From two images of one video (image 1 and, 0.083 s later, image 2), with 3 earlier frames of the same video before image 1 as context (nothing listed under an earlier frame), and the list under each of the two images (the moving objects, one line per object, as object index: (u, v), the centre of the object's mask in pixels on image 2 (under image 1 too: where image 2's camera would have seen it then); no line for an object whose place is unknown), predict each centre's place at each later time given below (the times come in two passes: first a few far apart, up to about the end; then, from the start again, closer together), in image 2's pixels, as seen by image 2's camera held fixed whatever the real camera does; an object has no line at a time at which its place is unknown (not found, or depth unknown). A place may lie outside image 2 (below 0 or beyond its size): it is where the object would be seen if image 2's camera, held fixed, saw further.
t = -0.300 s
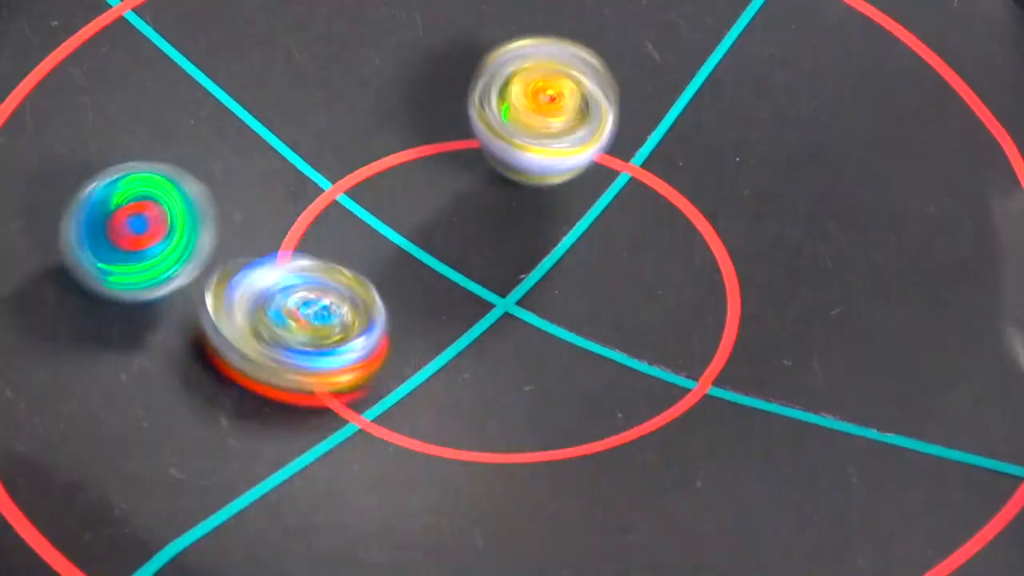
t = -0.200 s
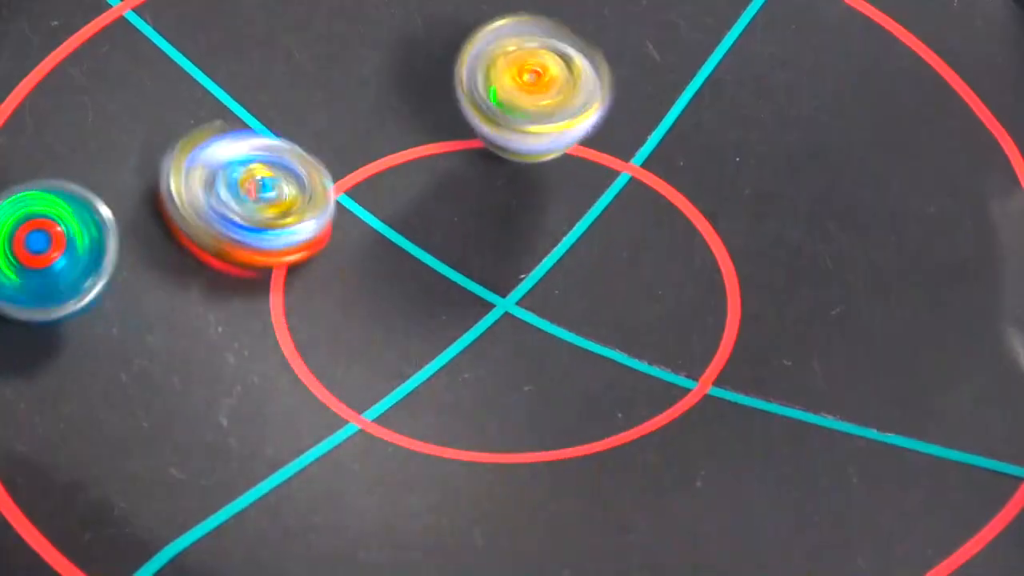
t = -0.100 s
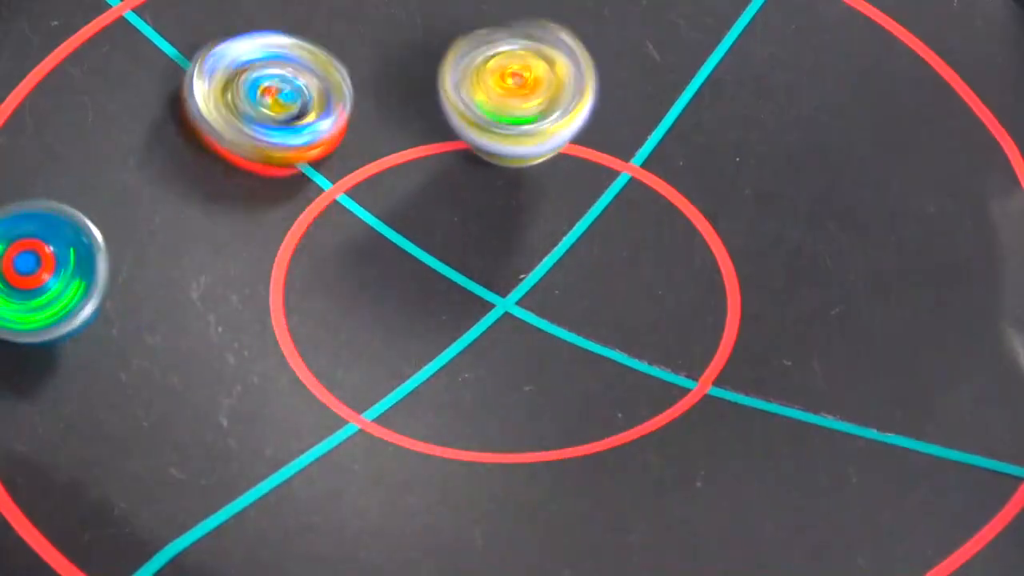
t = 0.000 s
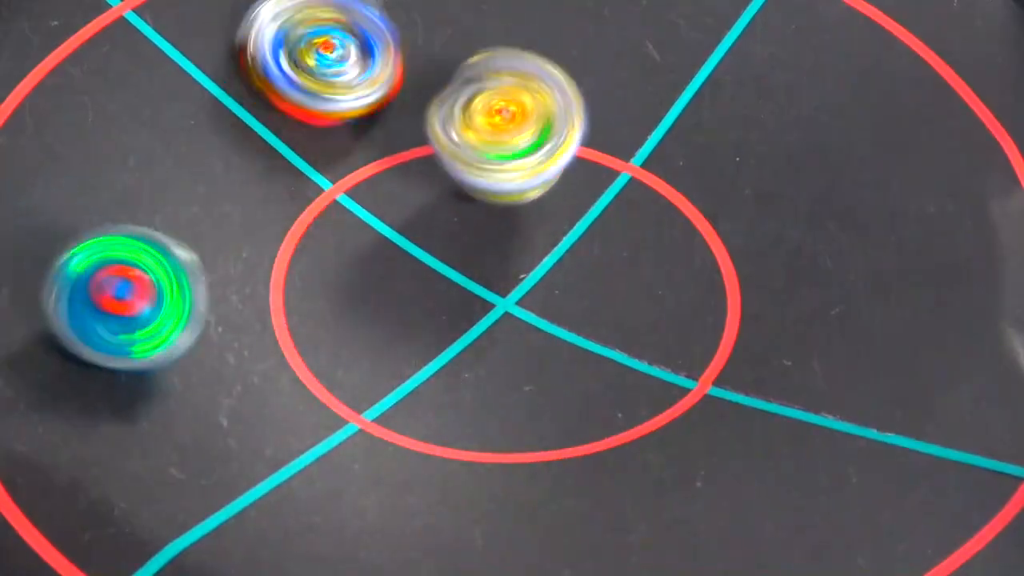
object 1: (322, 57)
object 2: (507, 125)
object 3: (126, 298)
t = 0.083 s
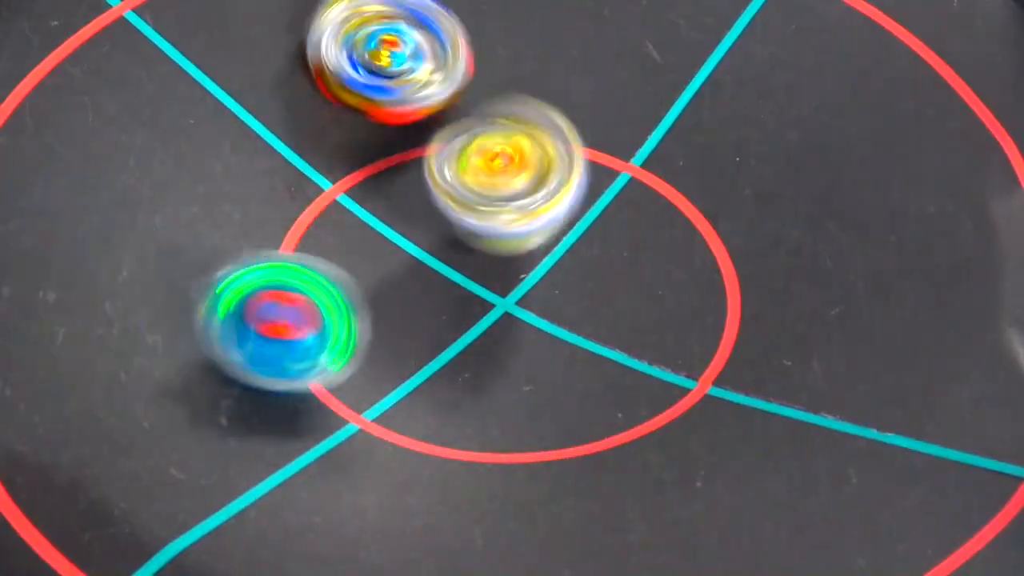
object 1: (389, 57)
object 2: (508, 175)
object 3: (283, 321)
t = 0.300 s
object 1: (543, 138)
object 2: (648, 204)
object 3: (648, 406)
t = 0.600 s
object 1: (486, 192)
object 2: (675, 125)
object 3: (974, 423)
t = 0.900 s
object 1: (406, 232)
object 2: (455, 84)
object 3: (823, 456)
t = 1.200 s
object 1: (229, 271)
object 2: (459, 156)
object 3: (443, 291)
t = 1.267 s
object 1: (217, 271)
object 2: (474, 151)
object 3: (431, 302)
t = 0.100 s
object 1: (404, 59)
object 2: (506, 186)
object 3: (324, 327)
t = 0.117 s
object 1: (421, 62)
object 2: (506, 203)
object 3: (366, 327)
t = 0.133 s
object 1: (433, 67)
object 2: (511, 212)
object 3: (404, 329)
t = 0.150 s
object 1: (446, 73)
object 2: (514, 215)
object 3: (440, 330)
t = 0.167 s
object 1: (464, 81)
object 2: (533, 218)
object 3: (466, 339)
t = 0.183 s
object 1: (476, 90)
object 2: (544, 217)
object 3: (488, 352)
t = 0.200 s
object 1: (486, 98)
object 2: (554, 215)
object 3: (510, 372)
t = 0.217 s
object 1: (498, 105)
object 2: (577, 206)
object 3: (531, 384)
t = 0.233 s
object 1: (513, 113)
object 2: (583, 206)
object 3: (555, 386)
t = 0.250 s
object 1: (518, 130)
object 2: (603, 201)
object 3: (577, 389)
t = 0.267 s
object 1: (518, 138)
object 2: (617, 194)
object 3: (601, 397)
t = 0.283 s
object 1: (534, 134)
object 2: (629, 200)
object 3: (624, 408)
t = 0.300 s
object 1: (543, 138)
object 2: (648, 204)
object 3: (648, 406)
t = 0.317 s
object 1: (557, 140)
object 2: (655, 211)
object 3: (669, 401)
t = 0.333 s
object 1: (567, 147)
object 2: (675, 212)
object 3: (690, 402)
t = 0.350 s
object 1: (565, 150)
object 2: (680, 210)
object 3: (708, 403)
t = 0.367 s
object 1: (570, 153)
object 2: (691, 212)
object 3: (729, 391)
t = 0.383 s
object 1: (573, 162)
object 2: (705, 214)
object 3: (747, 383)
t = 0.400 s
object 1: (576, 167)
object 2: (708, 220)
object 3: (764, 379)
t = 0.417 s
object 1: (578, 172)
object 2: (716, 216)
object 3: (777, 368)
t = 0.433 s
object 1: (581, 178)
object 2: (721, 218)
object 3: (791, 356)
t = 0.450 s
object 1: (583, 184)
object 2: (725, 219)
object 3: (802, 339)
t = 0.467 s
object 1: (585, 192)
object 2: (724, 219)
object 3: (813, 329)
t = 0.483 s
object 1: (582, 200)
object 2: (723, 211)
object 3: (837, 337)
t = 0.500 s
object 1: (580, 207)
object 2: (717, 198)
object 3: (866, 342)
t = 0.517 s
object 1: (564, 206)
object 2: (706, 183)
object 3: (891, 354)
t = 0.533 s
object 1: (552, 200)
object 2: (706, 168)
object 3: (916, 368)
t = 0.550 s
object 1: (535, 197)
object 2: (702, 158)
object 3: (940, 392)
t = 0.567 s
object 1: (517, 195)
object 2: (693, 146)
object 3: (956, 404)
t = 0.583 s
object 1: (501, 194)
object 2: (684, 135)
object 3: (966, 409)
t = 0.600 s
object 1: (486, 192)
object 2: (675, 125)
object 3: (974, 423)
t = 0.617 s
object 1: (473, 191)
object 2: (666, 113)
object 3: (980, 434)
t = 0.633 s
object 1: (462, 191)
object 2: (654, 105)
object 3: (983, 443)
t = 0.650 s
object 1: (453, 192)
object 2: (642, 97)
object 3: (986, 455)
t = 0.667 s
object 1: (445, 192)
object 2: (628, 90)
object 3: (988, 459)
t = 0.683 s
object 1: (439, 193)
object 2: (616, 86)
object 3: (988, 466)
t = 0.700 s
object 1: (436, 194)
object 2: (601, 81)
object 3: (987, 473)
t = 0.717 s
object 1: (435, 196)
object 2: (586, 79)
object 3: (986, 475)
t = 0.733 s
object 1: (434, 197)
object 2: (574, 77)
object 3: (982, 481)
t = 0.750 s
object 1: (435, 197)
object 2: (554, 75)
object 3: (978, 482)
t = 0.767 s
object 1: (435, 198)
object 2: (539, 76)
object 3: (972, 484)
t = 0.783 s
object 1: (434, 199)
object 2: (524, 75)
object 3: (963, 486)
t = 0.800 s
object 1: (427, 204)
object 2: (511, 74)
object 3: (953, 483)
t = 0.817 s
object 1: (423, 209)
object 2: (501, 75)
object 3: (941, 482)
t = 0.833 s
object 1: (419, 213)
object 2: (487, 74)
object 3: (920, 478)
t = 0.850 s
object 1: (415, 218)
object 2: (480, 76)
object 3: (898, 475)
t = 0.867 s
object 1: (412, 223)
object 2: (469, 79)
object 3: (876, 469)
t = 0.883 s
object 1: (410, 227)
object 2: (459, 83)
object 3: (850, 462)
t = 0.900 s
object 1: (406, 232)
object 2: (455, 84)
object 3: (823, 456)
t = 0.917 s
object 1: (400, 239)
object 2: (449, 86)
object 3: (796, 447)
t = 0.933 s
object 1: (396, 248)
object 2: (443, 88)
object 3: (768, 440)
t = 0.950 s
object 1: (392, 259)
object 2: (436, 92)
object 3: (738, 428)
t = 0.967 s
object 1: (389, 267)
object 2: (432, 97)
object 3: (708, 418)
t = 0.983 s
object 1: (388, 270)
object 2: (427, 103)
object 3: (676, 407)
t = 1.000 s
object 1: (388, 278)
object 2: (426, 111)
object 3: (645, 395)
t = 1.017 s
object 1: (389, 280)
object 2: (418, 117)
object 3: (611, 382)
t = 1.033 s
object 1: (390, 282)
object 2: (420, 127)
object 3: (581, 368)
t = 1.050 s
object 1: (391, 286)
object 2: (419, 133)
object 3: (547, 353)
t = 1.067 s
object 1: (383, 286)
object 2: (417, 142)
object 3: (516, 335)
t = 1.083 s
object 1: (364, 288)
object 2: (422, 142)
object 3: (497, 323)
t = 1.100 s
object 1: (339, 285)
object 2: (427, 145)
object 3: (485, 312)
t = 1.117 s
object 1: (315, 282)
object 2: (435, 144)
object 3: (477, 311)
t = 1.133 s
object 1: (293, 280)
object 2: (437, 149)
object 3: (468, 308)
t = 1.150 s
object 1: (272, 280)
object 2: (444, 150)
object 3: (462, 298)
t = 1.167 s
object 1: (252, 278)
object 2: (448, 156)
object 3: (455, 289)
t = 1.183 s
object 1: (238, 274)
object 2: (458, 155)
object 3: (450, 288)
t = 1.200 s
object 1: (229, 271)
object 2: (459, 156)
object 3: (443, 291)
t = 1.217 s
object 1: (222, 270)
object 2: (472, 153)
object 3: (436, 295)
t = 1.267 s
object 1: (217, 271)
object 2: (474, 151)
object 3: (431, 302)
